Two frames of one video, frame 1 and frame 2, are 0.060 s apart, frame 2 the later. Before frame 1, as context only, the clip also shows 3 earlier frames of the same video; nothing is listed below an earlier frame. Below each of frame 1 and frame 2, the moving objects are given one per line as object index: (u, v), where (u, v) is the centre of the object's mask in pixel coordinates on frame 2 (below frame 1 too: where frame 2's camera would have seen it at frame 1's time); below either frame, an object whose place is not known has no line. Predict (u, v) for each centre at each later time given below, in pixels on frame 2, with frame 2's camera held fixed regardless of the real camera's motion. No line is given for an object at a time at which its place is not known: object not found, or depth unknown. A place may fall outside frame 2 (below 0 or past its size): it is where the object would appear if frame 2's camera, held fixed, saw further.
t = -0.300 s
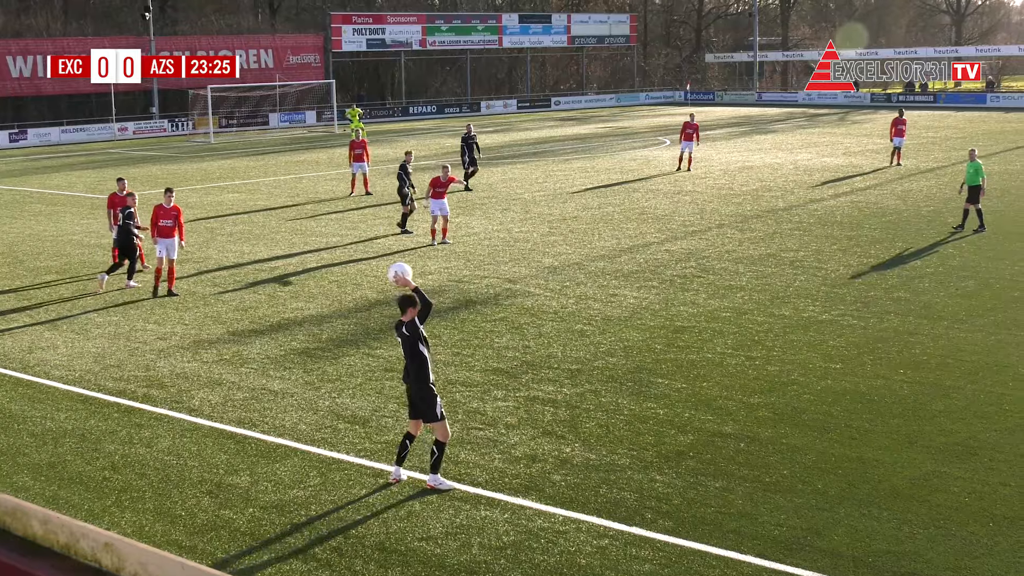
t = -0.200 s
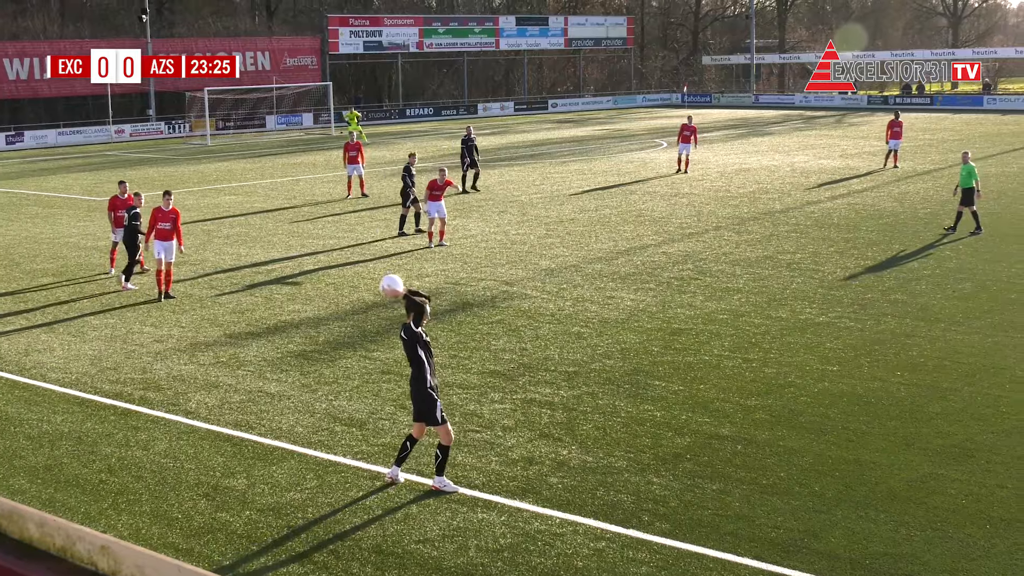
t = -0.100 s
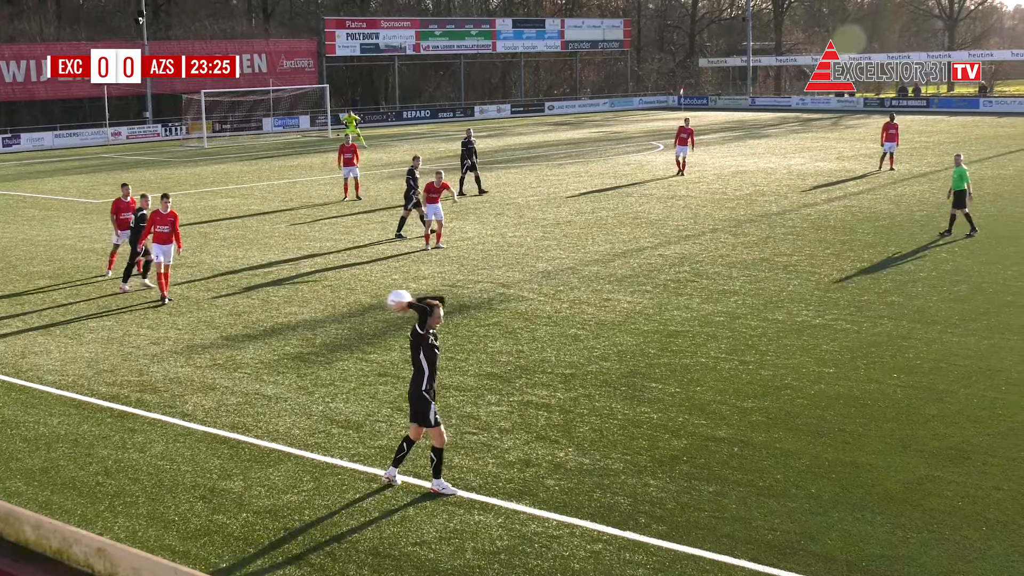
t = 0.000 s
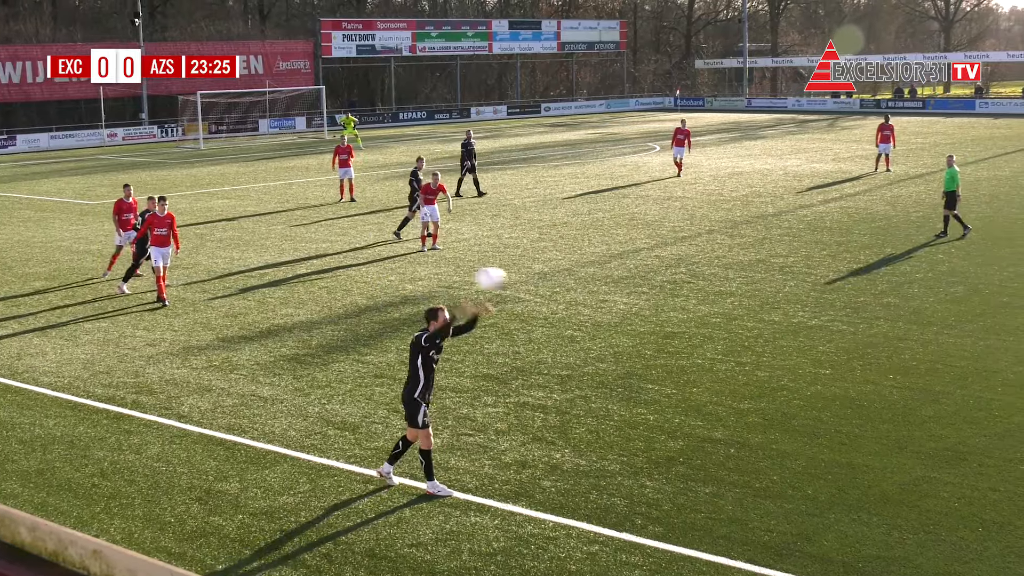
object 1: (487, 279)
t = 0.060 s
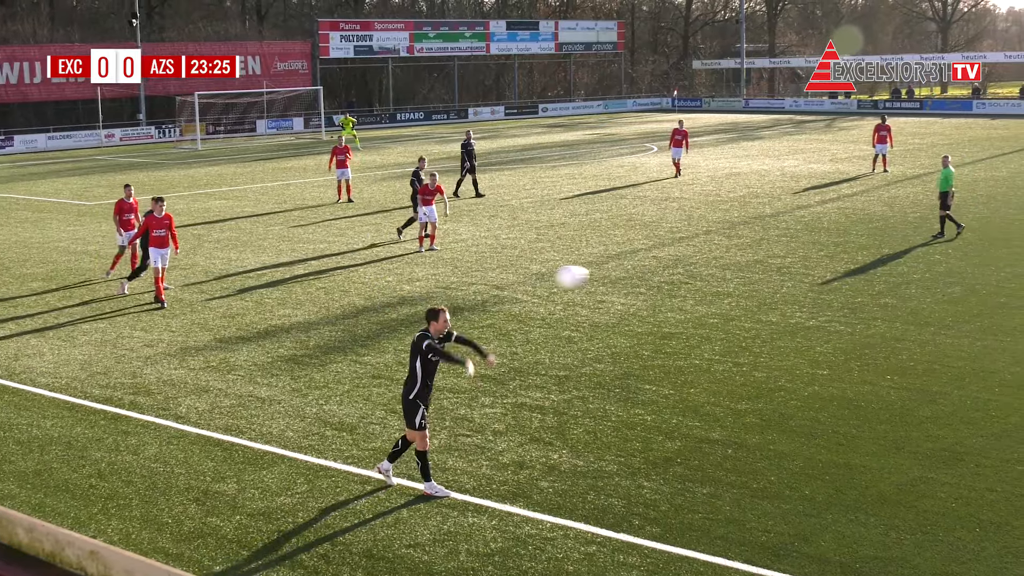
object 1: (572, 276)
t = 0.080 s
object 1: (601, 277)
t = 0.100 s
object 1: (630, 277)
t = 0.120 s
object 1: (660, 279)
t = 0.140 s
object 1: (689, 280)
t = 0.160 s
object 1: (720, 283)
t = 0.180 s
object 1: (750, 284)
